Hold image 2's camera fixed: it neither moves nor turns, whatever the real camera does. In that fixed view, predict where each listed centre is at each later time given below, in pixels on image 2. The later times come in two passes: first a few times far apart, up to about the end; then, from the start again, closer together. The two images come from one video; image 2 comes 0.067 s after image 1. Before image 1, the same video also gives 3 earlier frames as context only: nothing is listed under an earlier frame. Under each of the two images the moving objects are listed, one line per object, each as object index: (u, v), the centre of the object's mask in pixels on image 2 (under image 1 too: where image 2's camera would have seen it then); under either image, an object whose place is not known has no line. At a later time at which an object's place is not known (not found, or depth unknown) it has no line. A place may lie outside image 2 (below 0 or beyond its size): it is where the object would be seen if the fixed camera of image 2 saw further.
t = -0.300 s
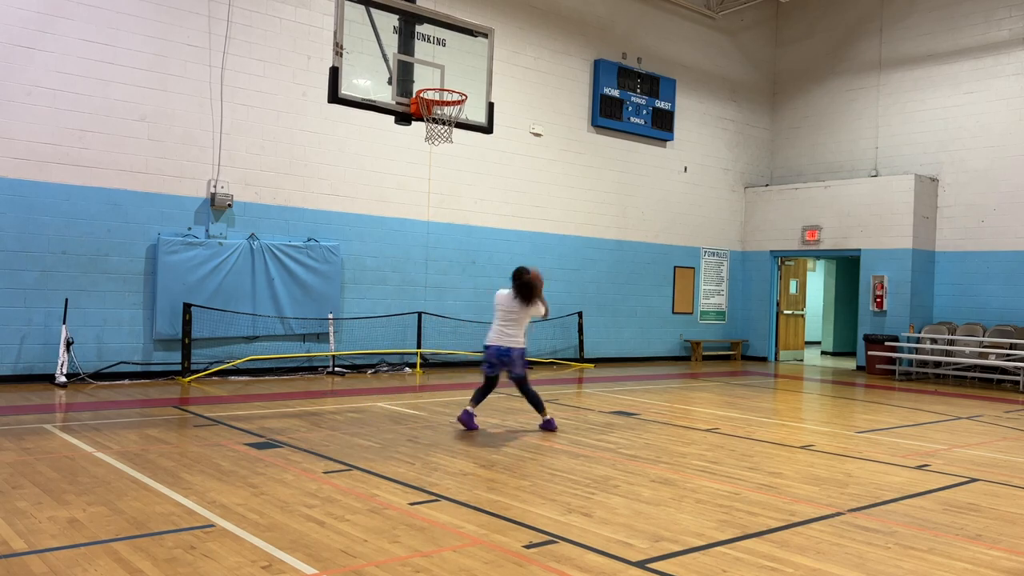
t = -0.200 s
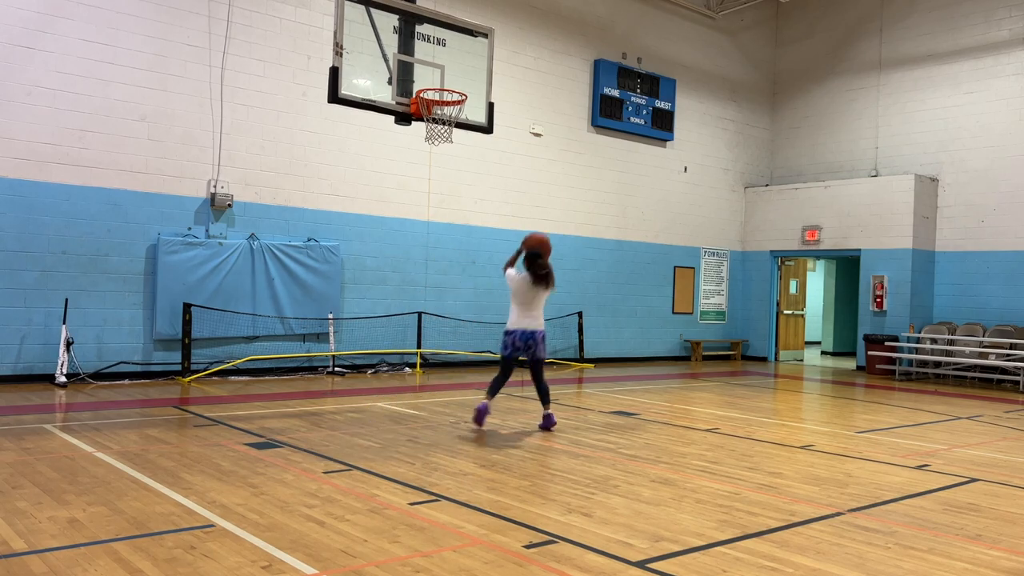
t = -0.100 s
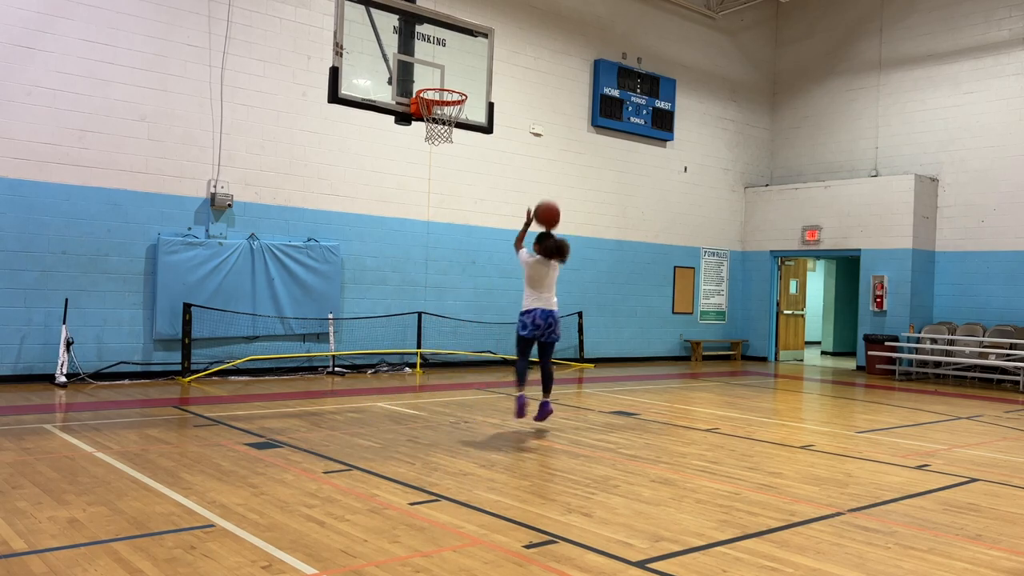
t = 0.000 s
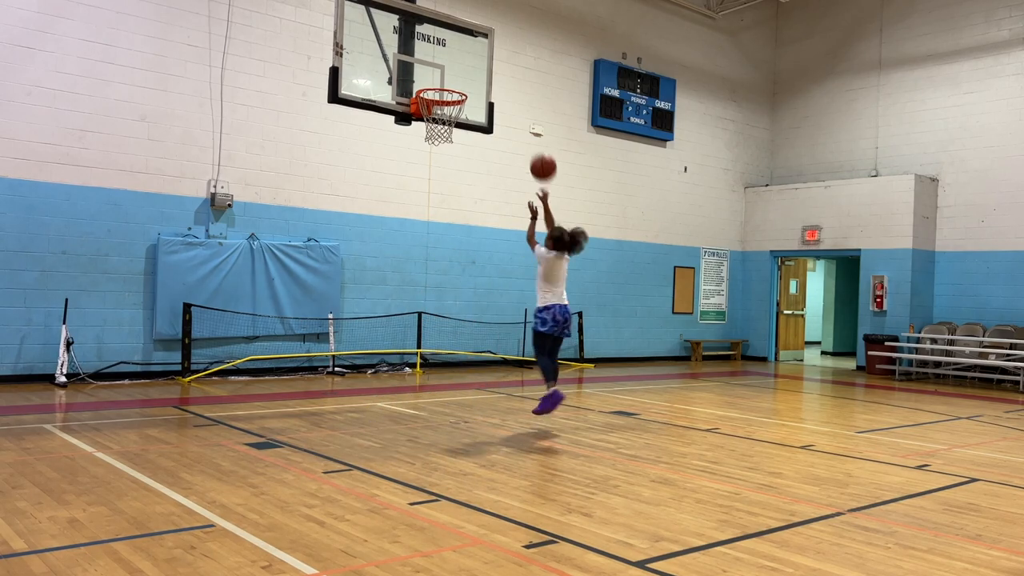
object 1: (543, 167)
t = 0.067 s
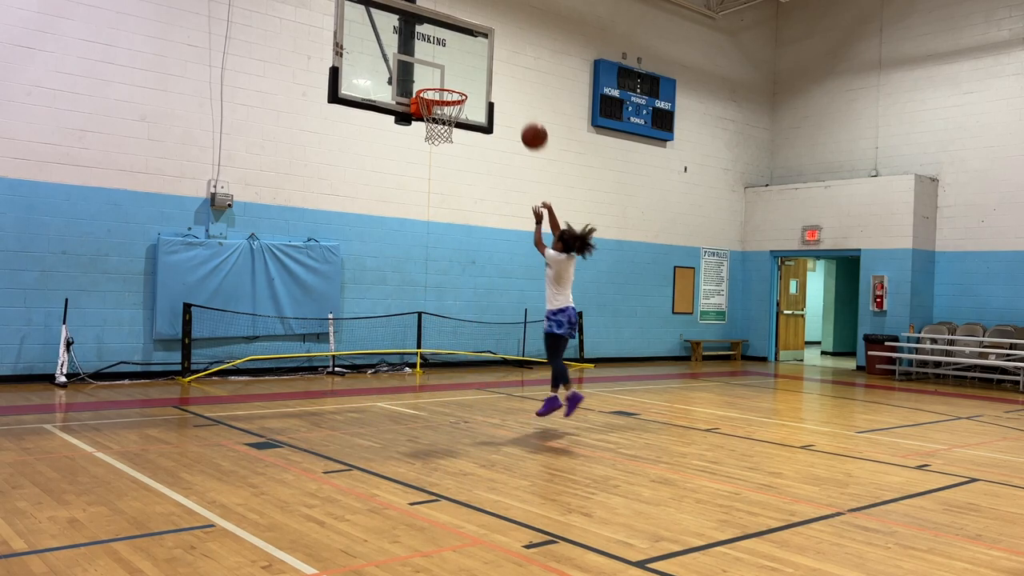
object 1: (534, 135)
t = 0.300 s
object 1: (502, 67)
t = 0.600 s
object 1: (460, 65)
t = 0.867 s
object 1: (425, 129)
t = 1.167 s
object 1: (408, 230)
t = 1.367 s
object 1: (394, 343)
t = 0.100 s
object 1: (530, 122)
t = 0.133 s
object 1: (525, 110)
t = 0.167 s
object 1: (520, 99)
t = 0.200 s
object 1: (516, 89)
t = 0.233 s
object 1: (511, 81)
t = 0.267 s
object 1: (507, 73)
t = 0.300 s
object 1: (502, 67)
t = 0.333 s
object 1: (497, 63)
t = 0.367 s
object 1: (493, 59)
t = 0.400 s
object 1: (488, 56)
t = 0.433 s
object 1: (483, 55)
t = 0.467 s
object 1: (478, 55)
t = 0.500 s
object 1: (474, 56)
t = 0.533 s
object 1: (469, 58)
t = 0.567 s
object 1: (464, 61)
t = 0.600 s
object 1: (460, 65)
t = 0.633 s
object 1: (455, 71)
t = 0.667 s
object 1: (450, 77)
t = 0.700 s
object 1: (445, 85)
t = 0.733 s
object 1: (440, 95)
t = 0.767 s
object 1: (434, 103)
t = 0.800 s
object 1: (430, 112)
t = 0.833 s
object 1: (427, 125)
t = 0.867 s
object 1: (425, 129)
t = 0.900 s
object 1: (423, 138)
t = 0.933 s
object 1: (421, 145)
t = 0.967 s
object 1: (420, 154)
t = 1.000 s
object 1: (418, 164)
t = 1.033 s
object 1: (416, 176)
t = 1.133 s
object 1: (410, 215)
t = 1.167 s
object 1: (408, 230)
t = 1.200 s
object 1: (406, 247)
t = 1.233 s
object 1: (403, 264)
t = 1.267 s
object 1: (402, 282)
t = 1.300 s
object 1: (399, 301)
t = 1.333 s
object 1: (397, 322)
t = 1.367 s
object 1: (394, 343)
